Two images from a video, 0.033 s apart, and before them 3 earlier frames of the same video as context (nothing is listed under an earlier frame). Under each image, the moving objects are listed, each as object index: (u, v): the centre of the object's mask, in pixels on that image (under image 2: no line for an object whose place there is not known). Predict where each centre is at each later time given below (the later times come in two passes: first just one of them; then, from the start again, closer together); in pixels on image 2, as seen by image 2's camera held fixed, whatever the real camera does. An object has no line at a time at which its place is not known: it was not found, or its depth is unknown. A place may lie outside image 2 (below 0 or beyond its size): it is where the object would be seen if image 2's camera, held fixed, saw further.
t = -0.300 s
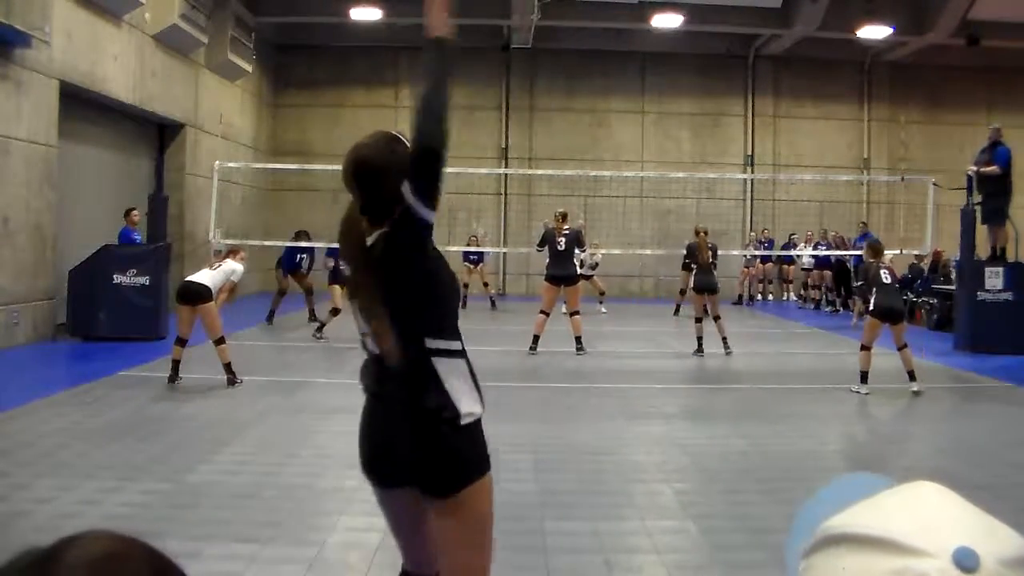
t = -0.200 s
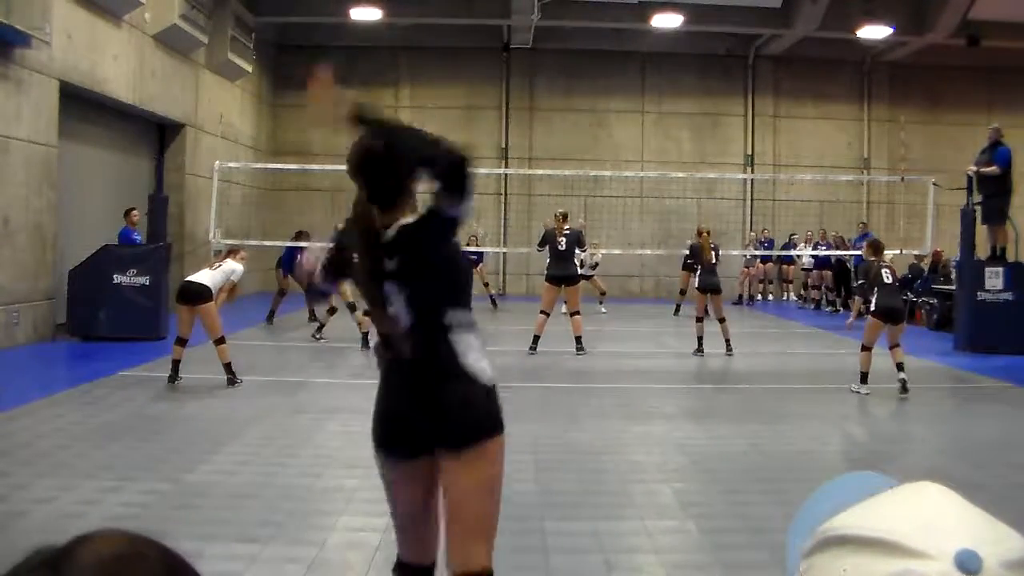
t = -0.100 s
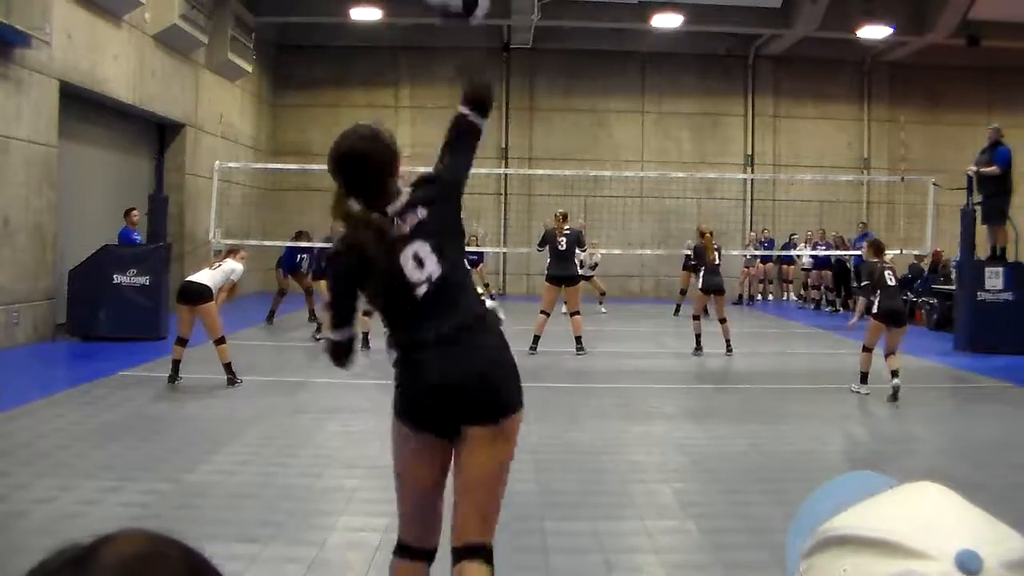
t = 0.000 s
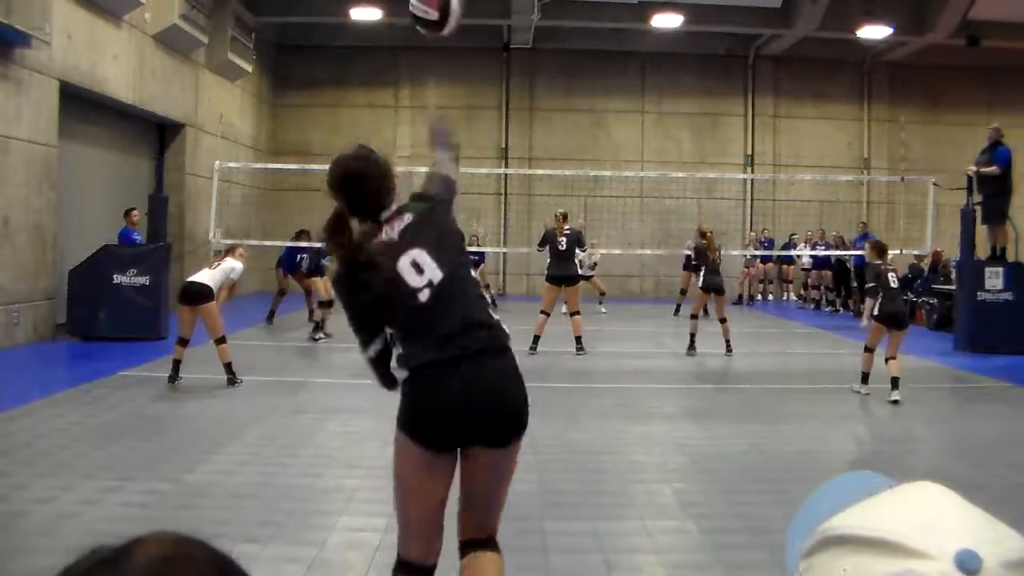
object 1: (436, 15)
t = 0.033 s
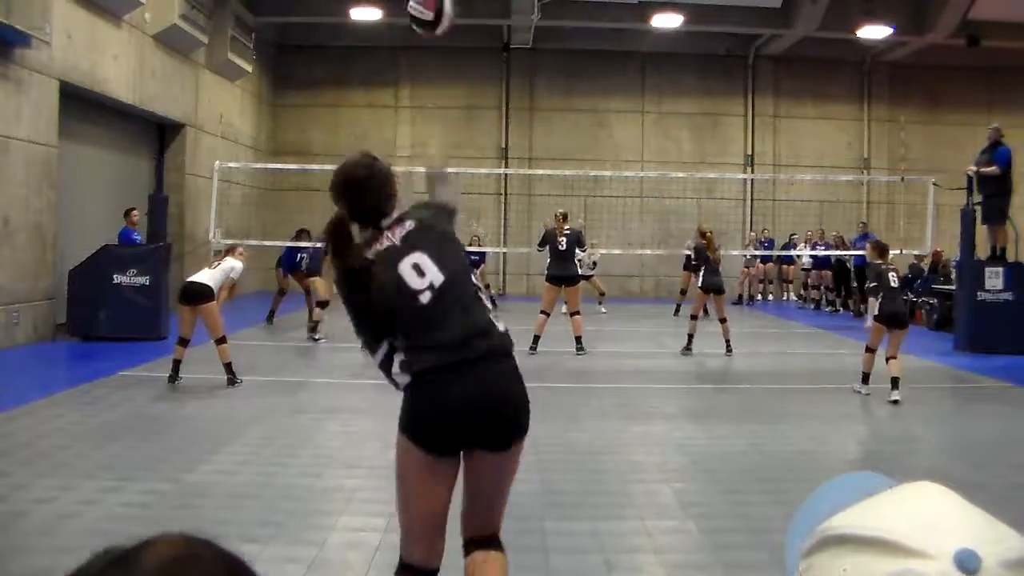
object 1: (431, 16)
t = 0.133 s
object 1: (423, 28)
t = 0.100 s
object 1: (425, 21)
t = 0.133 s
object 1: (423, 28)
